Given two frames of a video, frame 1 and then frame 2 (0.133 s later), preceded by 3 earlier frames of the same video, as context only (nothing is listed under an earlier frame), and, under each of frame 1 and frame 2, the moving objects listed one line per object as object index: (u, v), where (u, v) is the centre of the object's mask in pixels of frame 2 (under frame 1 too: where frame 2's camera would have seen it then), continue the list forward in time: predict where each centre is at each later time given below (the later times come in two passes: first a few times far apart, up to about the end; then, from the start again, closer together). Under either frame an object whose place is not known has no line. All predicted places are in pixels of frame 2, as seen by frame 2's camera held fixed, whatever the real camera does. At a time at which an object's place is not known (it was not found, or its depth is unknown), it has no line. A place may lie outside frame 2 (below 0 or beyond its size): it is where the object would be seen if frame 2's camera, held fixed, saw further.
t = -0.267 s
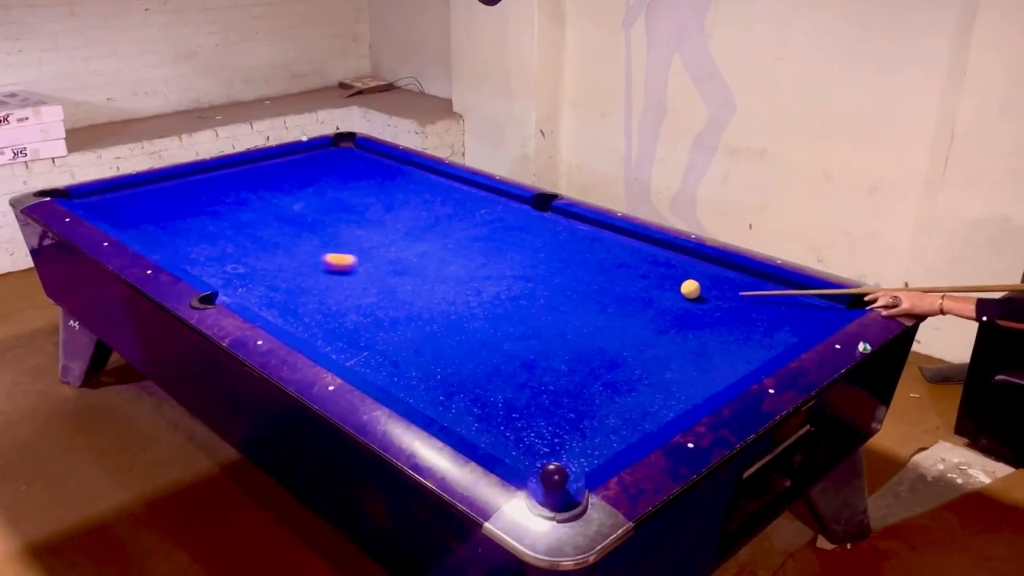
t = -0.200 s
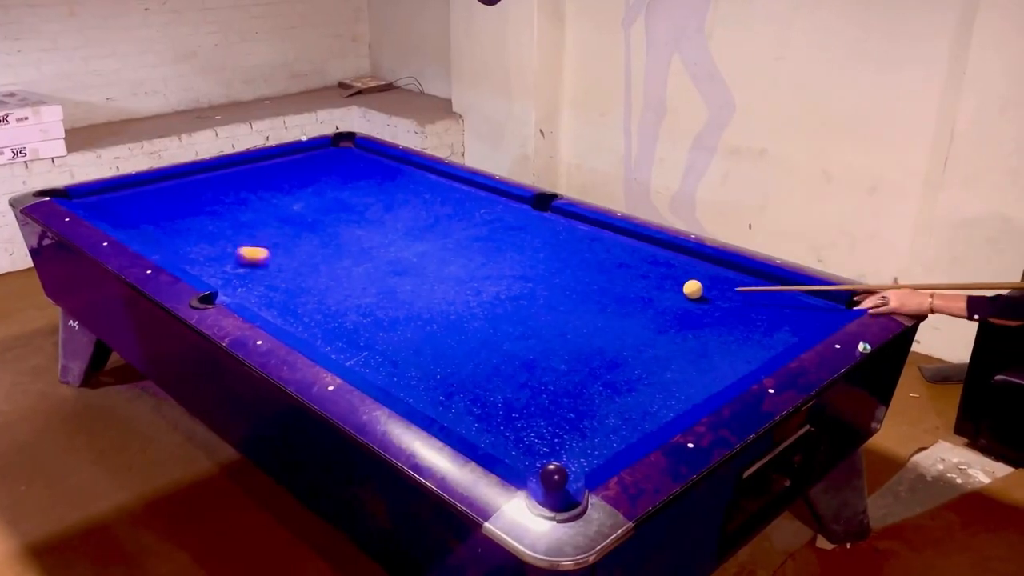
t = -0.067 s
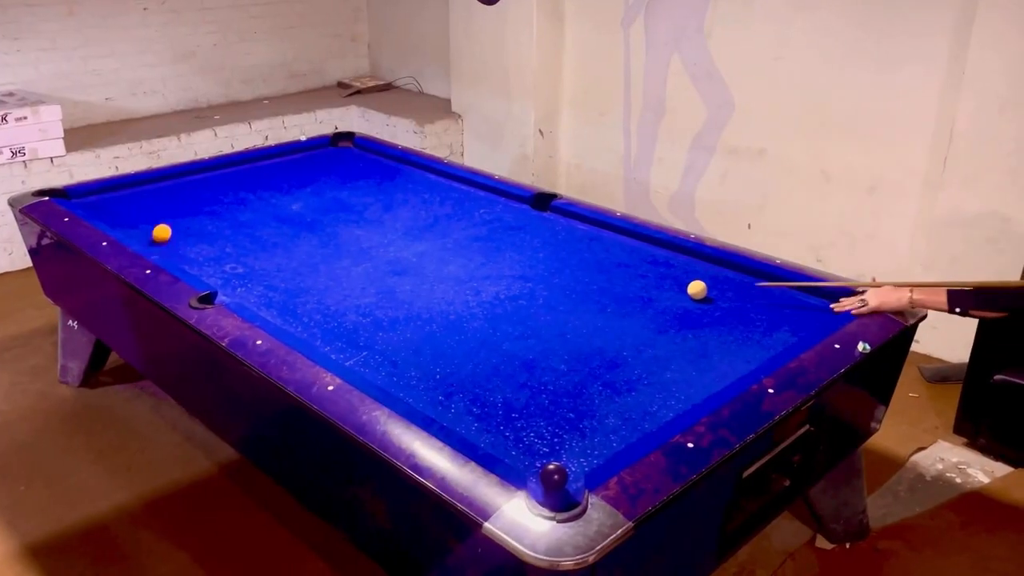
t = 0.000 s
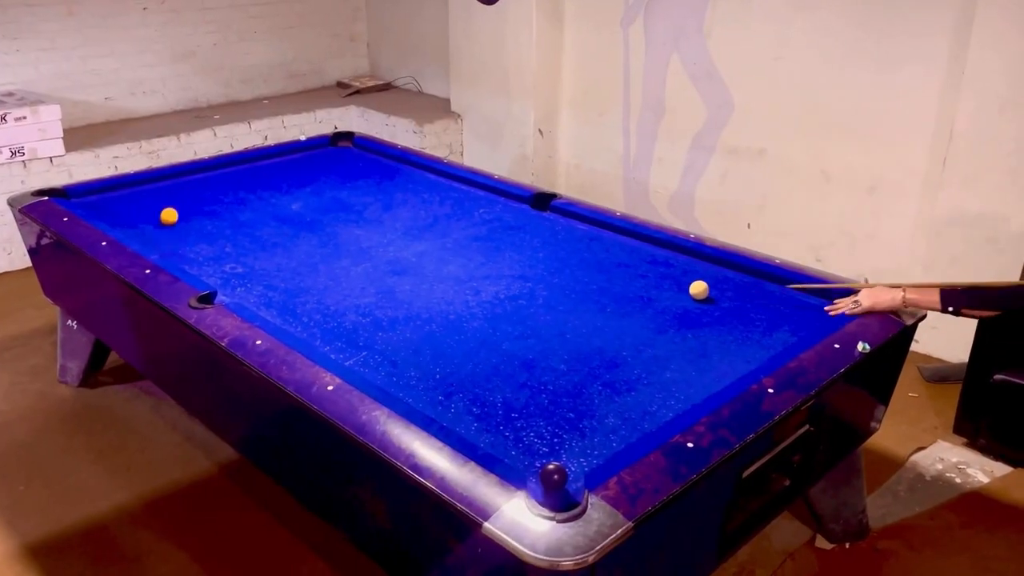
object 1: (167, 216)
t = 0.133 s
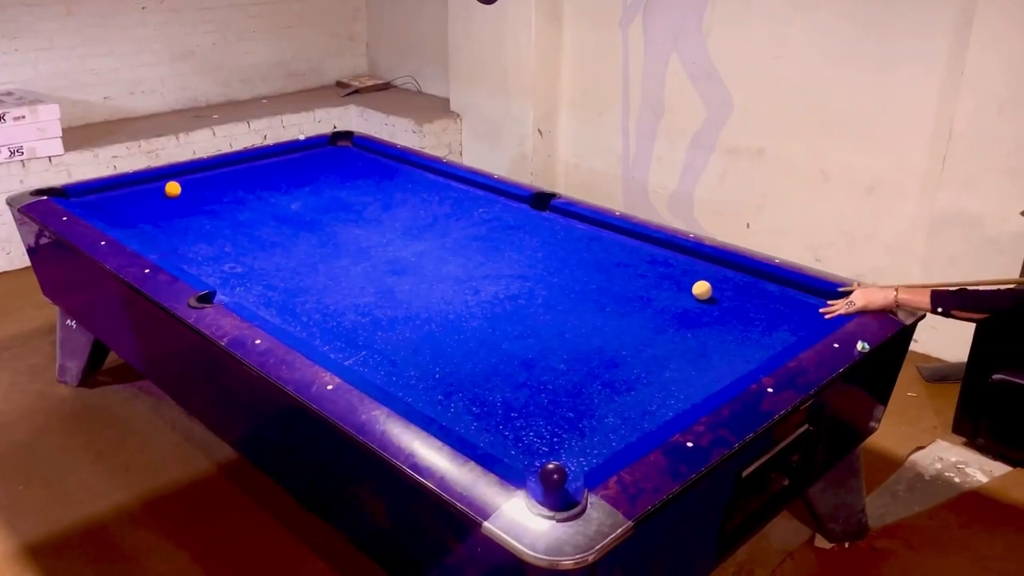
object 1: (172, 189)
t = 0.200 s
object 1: (173, 178)
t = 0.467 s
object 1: (278, 175)
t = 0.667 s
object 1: (356, 174)
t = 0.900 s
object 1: (442, 175)
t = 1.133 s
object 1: (448, 194)
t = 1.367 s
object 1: (456, 214)
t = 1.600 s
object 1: (465, 237)
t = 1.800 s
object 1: (473, 259)
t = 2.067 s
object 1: (486, 291)
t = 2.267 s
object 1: (497, 319)
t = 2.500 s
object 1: (511, 355)
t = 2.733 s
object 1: (527, 396)
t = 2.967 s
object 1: (546, 444)
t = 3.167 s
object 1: (565, 491)
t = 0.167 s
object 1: (173, 184)
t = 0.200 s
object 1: (173, 178)
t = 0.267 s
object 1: (193, 174)
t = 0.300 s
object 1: (209, 175)
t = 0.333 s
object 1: (223, 175)
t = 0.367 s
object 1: (237, 175)
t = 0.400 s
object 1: (251, 175)
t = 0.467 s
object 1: (278, 175)
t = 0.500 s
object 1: (291, 175)
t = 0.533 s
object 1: (304, 175)
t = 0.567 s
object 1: (318, 175)
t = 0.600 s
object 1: (331, 175)
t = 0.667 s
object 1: (356, 174)
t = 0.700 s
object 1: (370, 174)
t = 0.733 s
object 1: (382, 174)
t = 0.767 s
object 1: (395, 174)
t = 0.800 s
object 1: (408, 174)
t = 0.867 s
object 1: (433, 174)
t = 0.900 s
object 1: (442, 175)
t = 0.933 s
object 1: (442, 178)
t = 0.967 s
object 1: (443, 181)
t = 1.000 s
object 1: (444, 183)
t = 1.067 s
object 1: (446, 188)
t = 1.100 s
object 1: (447, 191)
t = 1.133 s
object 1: (448, 194)
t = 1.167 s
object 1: (449, 197)
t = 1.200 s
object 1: (450, 200)
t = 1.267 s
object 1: (453, 206)
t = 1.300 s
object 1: (454, 208)
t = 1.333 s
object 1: (455, 211)
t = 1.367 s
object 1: (456, 214)
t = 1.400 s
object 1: (458, 218)
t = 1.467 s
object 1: (460, 224)
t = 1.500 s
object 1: (461, 227)
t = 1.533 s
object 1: (462, 231)
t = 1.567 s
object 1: (464, 234)
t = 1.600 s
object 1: (465, 237)
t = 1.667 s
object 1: (468, 244)
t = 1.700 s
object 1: (469, 248)
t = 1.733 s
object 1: (471, 252)
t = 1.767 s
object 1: (472, 255)
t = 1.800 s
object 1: (473, 259)
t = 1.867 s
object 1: (477, 267)
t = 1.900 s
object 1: (478, 271)
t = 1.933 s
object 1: (480, 275)
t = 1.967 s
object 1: (481, 279)
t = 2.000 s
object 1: (483, 283)
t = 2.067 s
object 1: (486, 291)
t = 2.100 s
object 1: (488, 296)
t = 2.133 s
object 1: (490, 301)
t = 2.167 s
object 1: (491, 305)
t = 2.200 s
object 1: (493, 310)
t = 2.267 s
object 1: (497, 319)
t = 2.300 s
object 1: (499, 324)
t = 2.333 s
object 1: (501, 329)
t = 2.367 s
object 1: (503, 334)
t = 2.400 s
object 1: (505, 339)
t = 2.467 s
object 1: (509, 350)
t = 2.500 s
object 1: (511, 355)
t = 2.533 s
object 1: (513, 361)
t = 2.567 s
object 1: (515, 367)
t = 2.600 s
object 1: (518, 372)
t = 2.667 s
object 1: (522, 384)
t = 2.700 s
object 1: (525, 390)
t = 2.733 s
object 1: (527, 396)
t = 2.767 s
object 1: (530, 403)
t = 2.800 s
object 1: (533, 409)
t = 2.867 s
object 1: (538, 423)
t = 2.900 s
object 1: (541, 430)
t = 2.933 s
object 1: (543, 437)
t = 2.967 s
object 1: (546, 444)
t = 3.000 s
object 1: (549, 452)
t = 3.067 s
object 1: (555, 467)
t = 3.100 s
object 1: (558, 474)
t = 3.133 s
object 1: (562, 482)
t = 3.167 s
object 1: (565, 491)
